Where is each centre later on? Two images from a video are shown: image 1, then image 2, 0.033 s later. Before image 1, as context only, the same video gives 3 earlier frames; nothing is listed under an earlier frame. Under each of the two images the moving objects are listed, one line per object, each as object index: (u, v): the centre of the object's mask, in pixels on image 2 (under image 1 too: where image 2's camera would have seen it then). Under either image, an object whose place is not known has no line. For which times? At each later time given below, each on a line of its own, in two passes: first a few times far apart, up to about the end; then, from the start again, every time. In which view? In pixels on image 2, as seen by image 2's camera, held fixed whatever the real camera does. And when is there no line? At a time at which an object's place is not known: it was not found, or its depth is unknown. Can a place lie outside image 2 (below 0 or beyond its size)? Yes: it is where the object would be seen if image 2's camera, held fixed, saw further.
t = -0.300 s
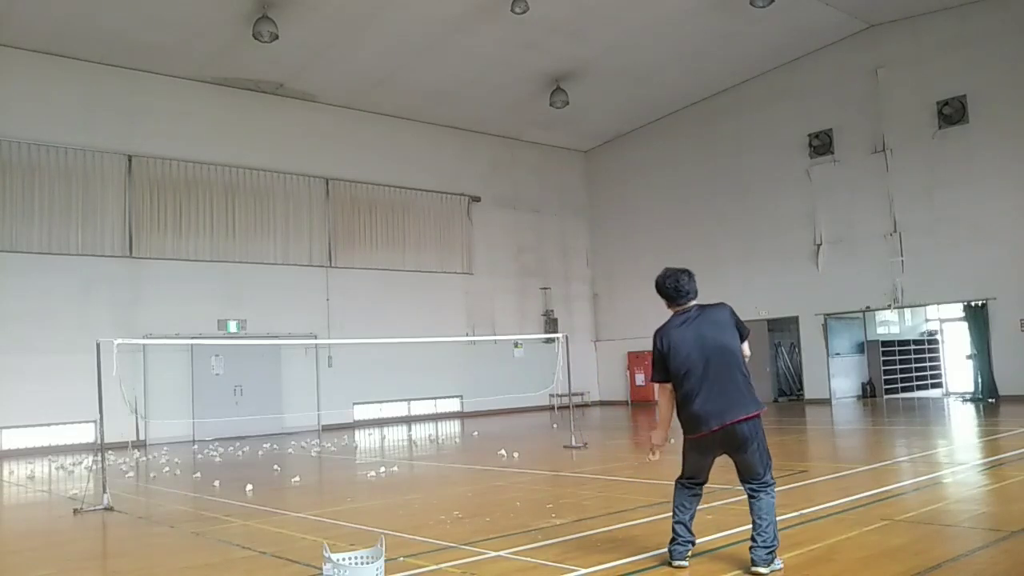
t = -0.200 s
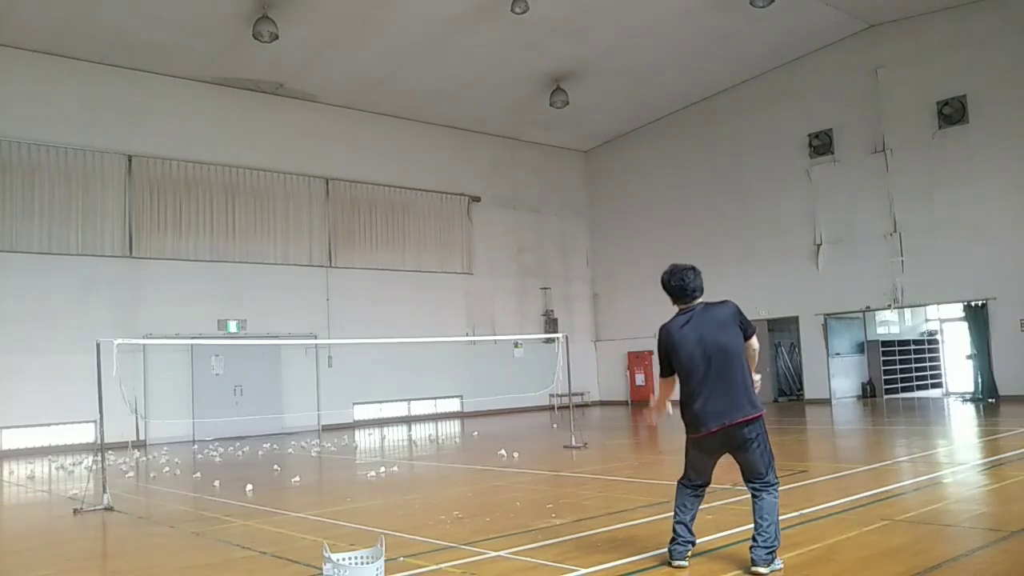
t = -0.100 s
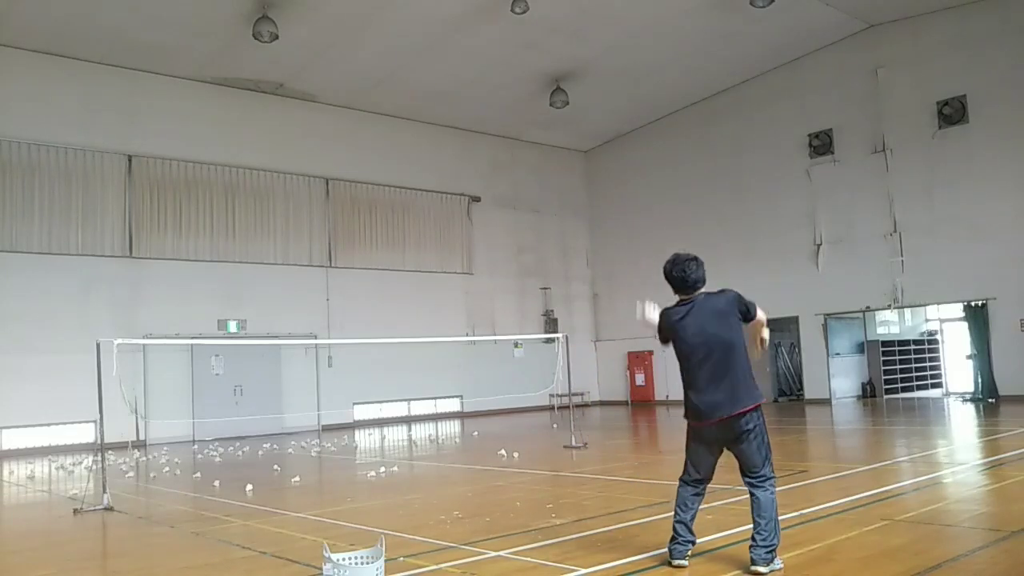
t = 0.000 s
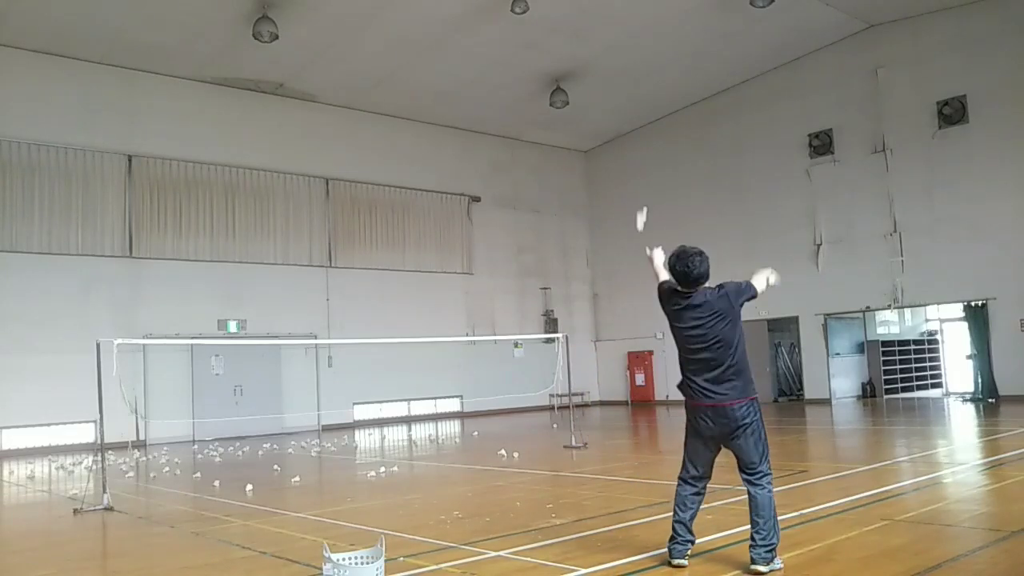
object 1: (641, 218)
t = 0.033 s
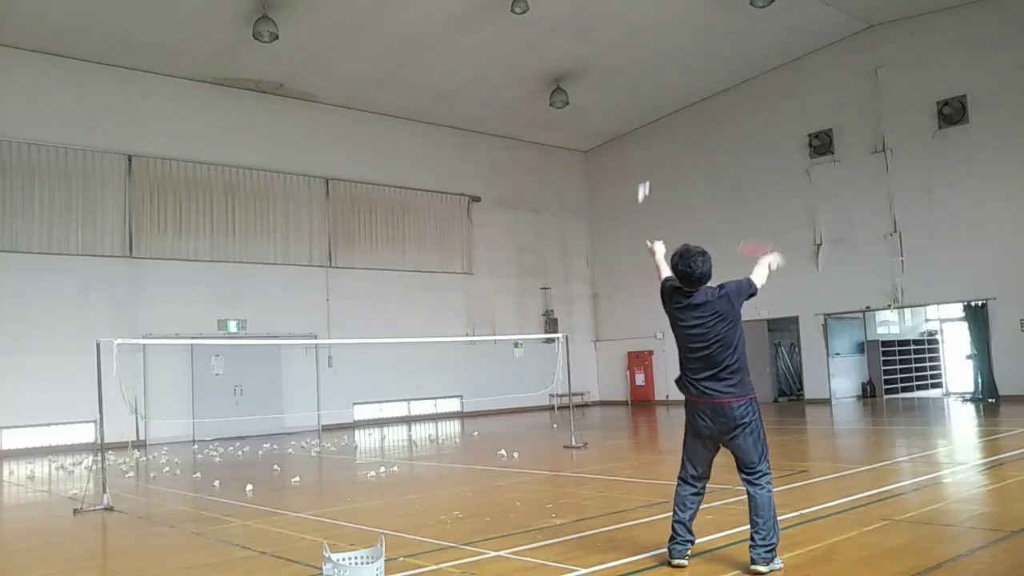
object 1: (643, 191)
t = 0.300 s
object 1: (667, 55)
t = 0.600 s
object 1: (689, 29)
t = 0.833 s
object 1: (716, 96)
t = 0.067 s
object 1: (644, 166)
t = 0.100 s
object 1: (647, 146)
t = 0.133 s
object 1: (651, 127)
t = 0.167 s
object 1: (655, 108)
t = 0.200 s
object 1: (659, 92)
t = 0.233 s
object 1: (662, 77)
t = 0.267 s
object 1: (665, 65)
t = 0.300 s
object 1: (667, 55)
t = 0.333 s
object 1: (669, 46)
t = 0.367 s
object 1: (671, 38)
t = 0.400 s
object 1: (673, 32)
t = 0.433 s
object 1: (676, 27)
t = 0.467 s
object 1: (678, 25)
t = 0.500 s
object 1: (680, 24)
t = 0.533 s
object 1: (683, 24)
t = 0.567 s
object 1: (686, 25)
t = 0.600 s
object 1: (689, 29)
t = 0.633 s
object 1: (692, 34)
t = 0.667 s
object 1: (696, 41)
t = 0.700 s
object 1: (699, 48)
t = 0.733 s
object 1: (702, 57)
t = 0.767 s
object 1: (706, 67)
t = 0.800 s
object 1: (712, 80)
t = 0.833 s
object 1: (716, 96)
